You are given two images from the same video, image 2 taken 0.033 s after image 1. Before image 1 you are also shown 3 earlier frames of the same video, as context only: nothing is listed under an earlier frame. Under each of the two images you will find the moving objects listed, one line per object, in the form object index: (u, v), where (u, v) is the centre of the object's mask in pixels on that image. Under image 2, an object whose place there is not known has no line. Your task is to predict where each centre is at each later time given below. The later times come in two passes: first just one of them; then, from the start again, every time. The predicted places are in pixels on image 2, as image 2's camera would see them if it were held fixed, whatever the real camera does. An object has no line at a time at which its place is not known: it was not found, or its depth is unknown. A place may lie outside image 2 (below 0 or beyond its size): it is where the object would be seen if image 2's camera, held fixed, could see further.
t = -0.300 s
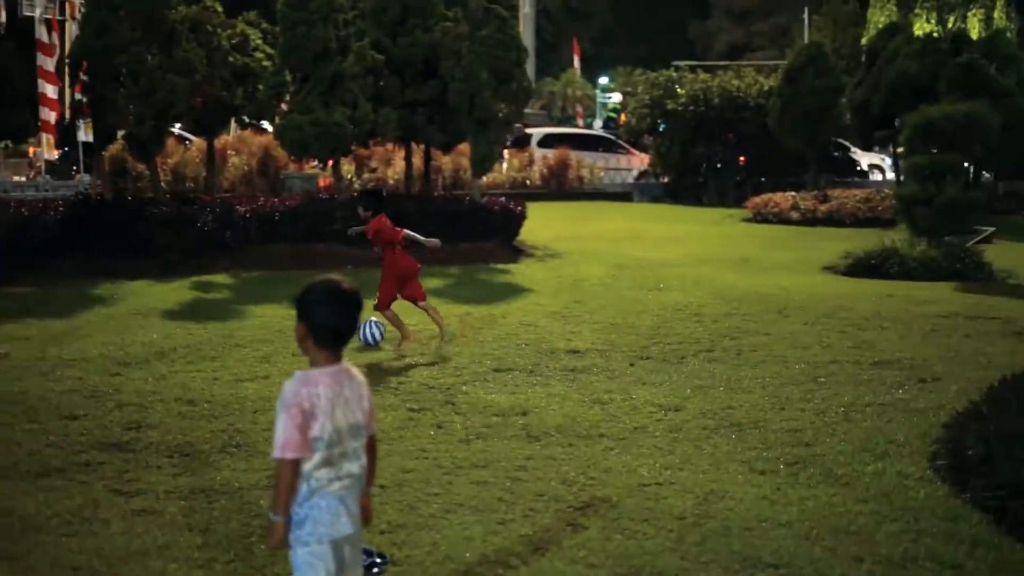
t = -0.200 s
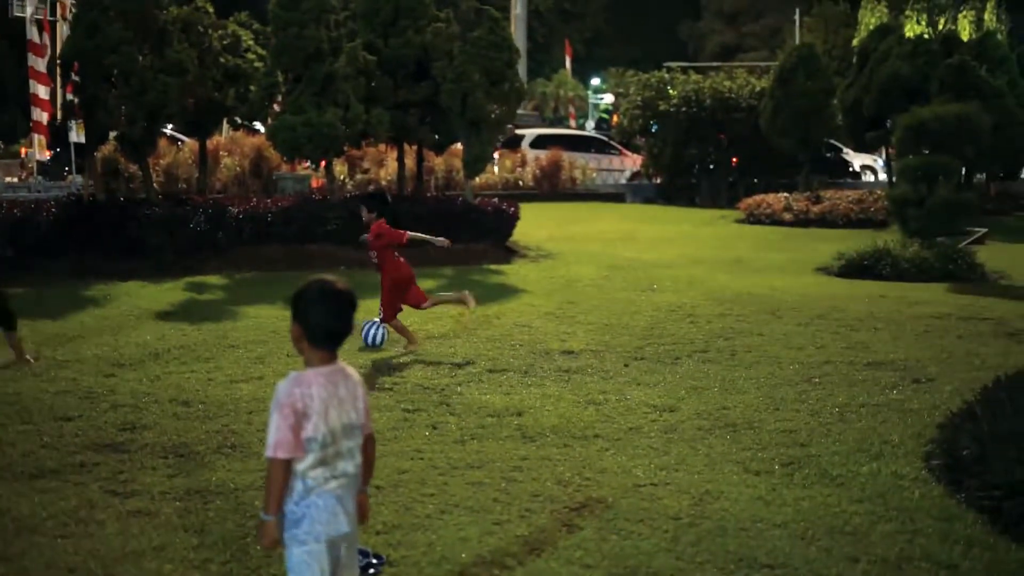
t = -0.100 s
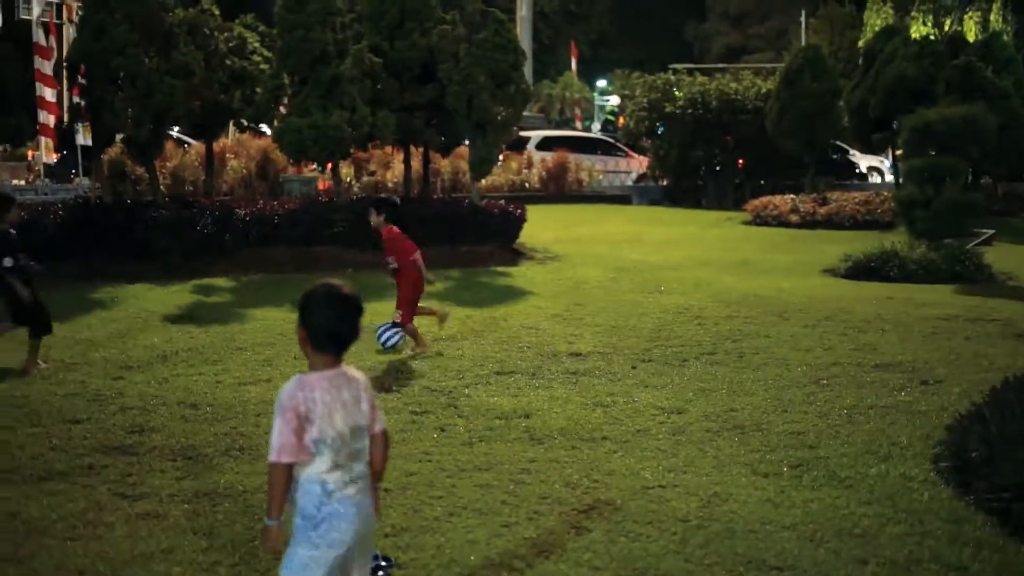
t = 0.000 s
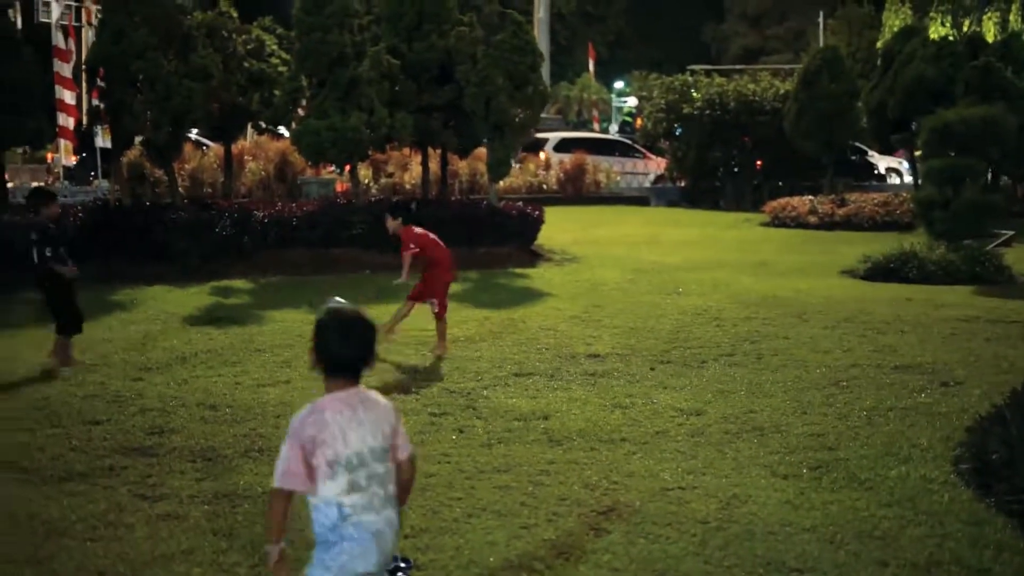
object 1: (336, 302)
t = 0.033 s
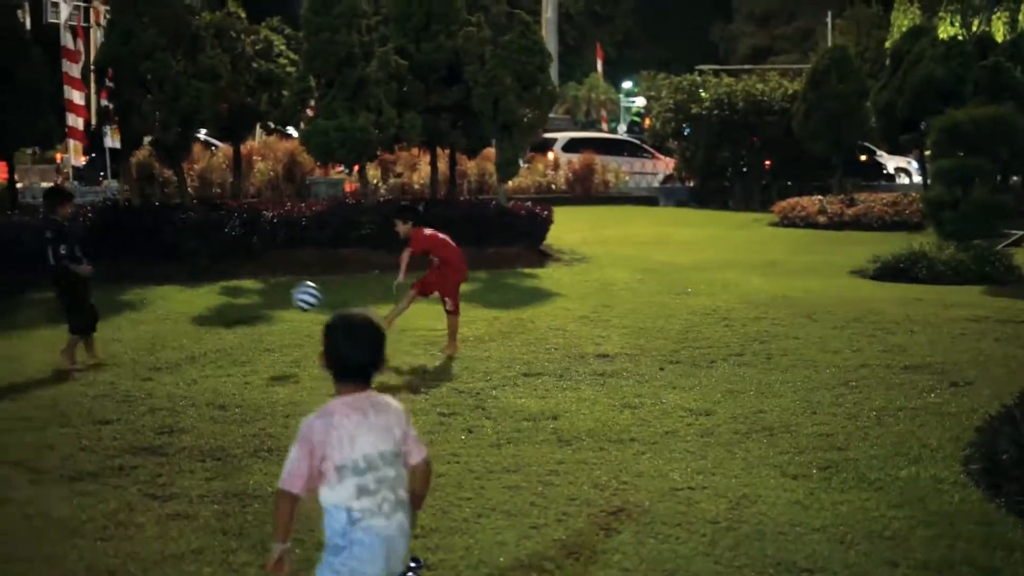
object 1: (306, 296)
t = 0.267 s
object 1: (23, 208)
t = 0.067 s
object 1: (268, 281)
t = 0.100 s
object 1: (228, 267)
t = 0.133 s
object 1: (187, 254)
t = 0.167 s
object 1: (147, 242)
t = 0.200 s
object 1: (105, 229)
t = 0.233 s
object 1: (65, 218)
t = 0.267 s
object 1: (23, 208)
